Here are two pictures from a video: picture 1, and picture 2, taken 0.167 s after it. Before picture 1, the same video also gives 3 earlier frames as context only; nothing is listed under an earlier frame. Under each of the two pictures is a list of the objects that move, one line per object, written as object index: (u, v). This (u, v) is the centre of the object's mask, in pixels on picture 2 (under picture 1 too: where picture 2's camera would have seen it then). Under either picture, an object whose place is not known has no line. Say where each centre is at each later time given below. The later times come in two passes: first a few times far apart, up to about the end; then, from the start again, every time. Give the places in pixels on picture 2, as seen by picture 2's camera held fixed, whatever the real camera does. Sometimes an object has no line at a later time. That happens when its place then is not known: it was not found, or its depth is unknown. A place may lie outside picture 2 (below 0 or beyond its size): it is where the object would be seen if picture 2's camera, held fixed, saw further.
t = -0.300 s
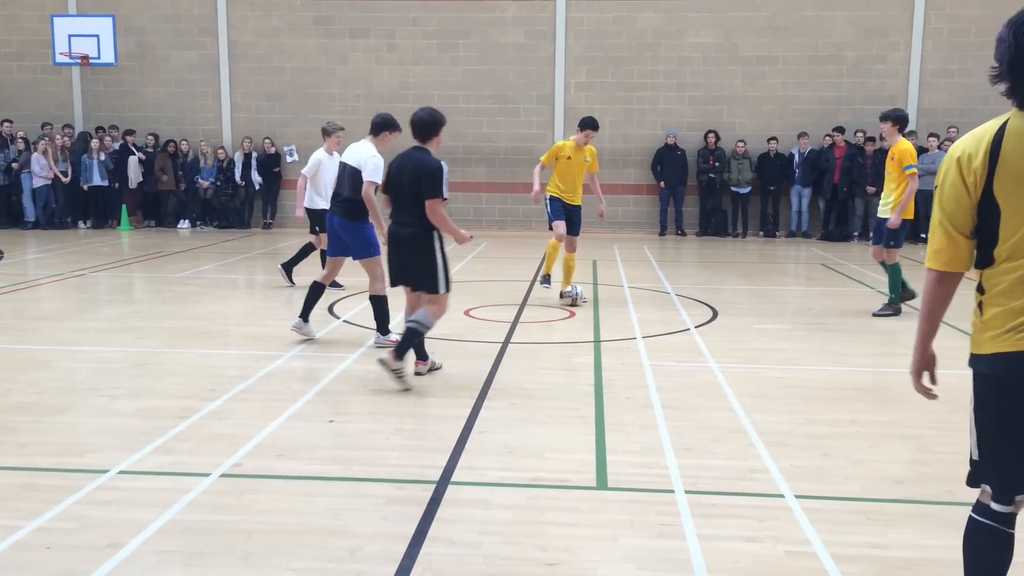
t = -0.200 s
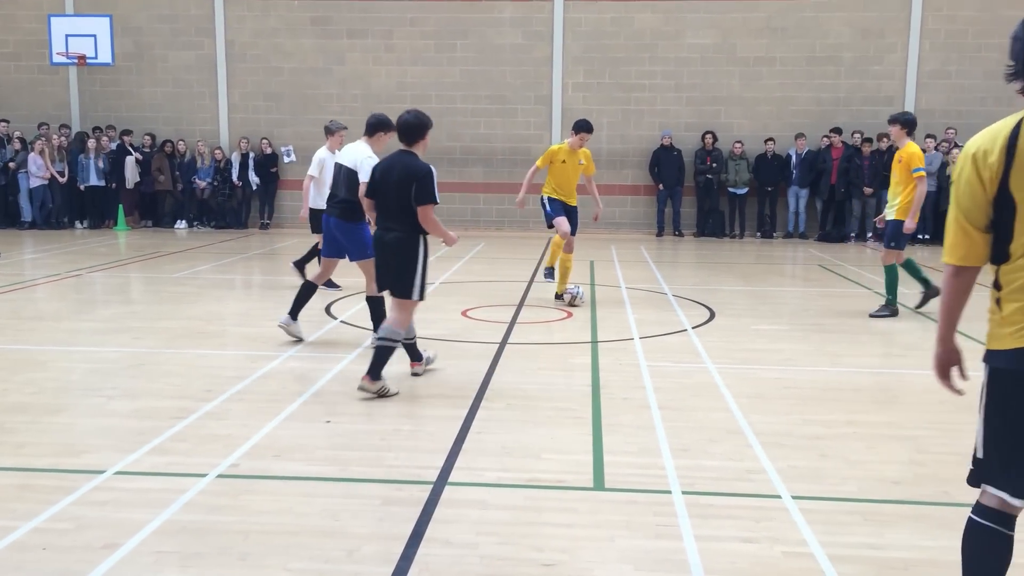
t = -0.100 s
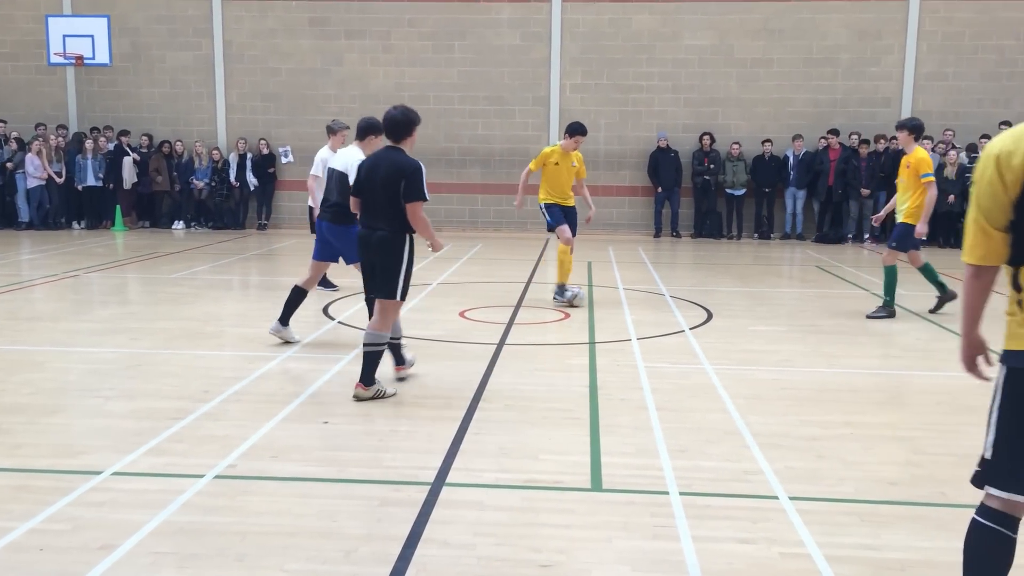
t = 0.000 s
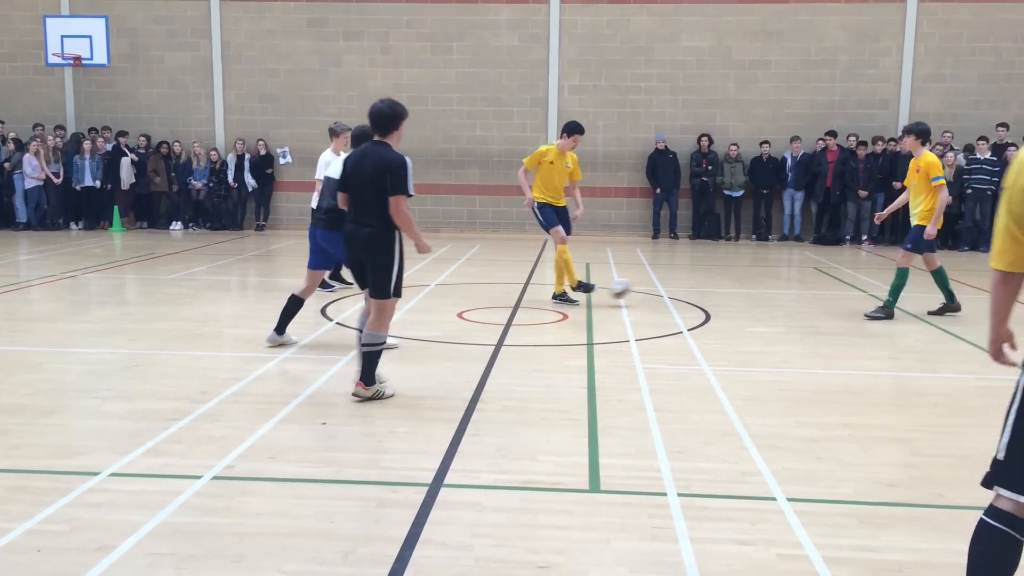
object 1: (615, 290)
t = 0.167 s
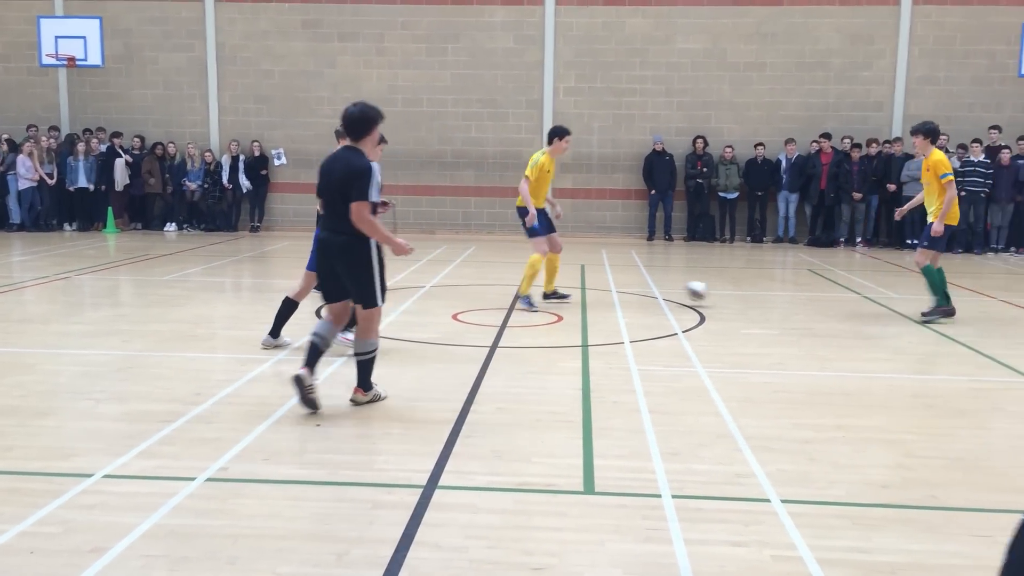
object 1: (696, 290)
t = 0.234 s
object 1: (726, 296)
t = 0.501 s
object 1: (818, 293)
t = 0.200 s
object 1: (712, 295)
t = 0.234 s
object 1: (726, 296)
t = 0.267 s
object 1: (739, 293)
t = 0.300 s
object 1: (752, 292)
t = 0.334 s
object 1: (765, 293)
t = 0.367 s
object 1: (778, 295)
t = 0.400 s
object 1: (788, 294)
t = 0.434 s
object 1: (799, 293)
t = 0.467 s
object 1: (809, 293)
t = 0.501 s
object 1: (818, 293)
